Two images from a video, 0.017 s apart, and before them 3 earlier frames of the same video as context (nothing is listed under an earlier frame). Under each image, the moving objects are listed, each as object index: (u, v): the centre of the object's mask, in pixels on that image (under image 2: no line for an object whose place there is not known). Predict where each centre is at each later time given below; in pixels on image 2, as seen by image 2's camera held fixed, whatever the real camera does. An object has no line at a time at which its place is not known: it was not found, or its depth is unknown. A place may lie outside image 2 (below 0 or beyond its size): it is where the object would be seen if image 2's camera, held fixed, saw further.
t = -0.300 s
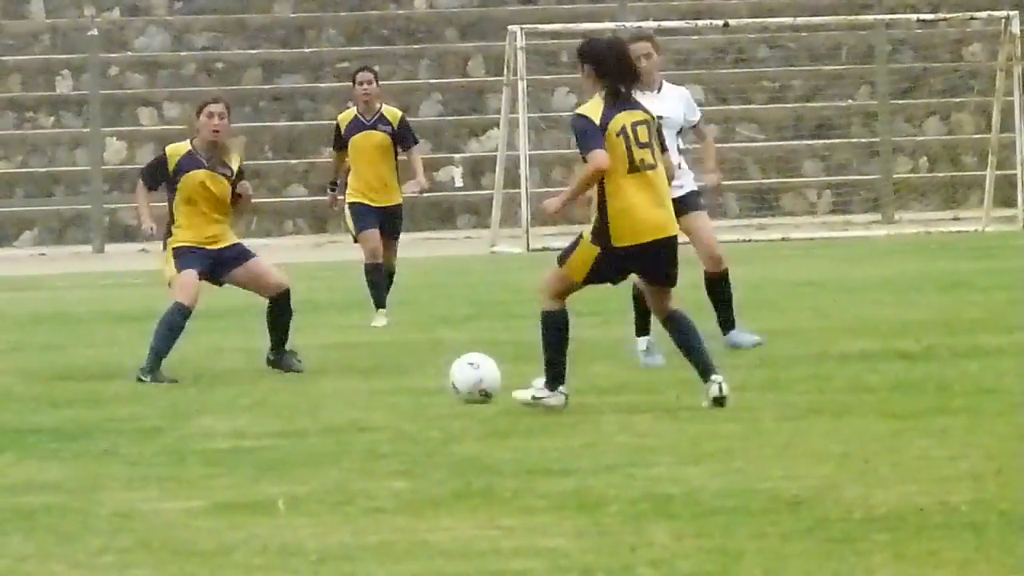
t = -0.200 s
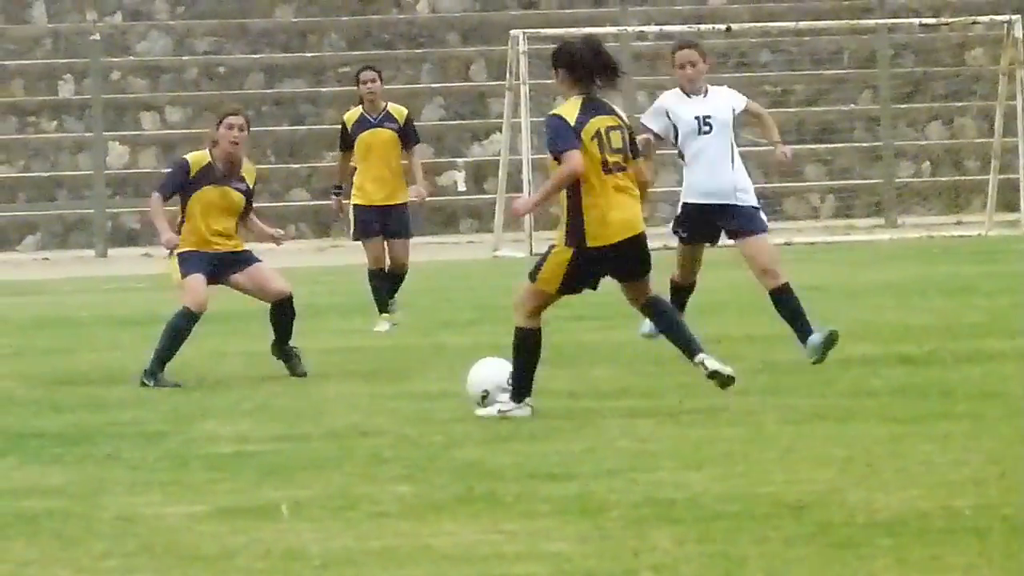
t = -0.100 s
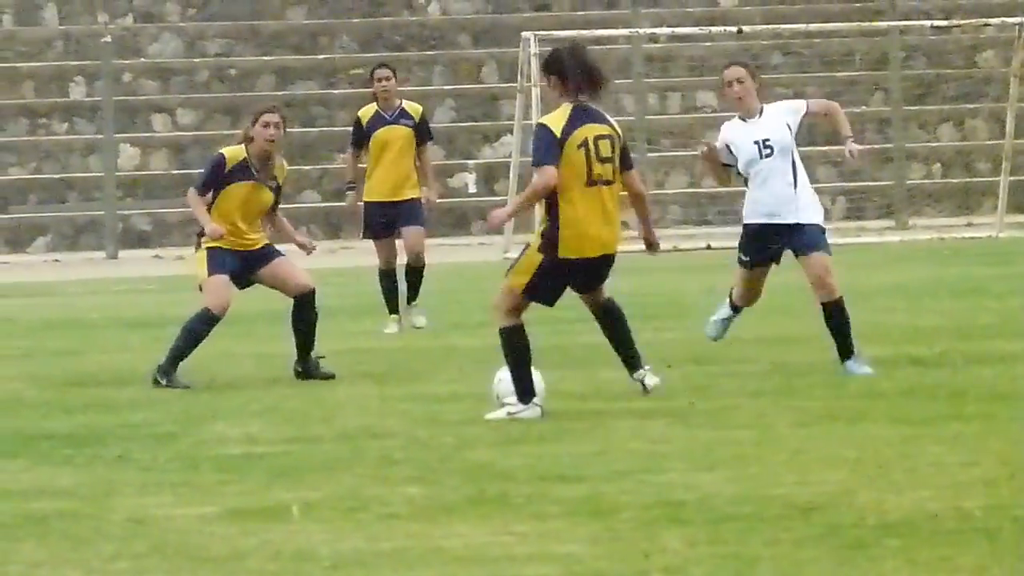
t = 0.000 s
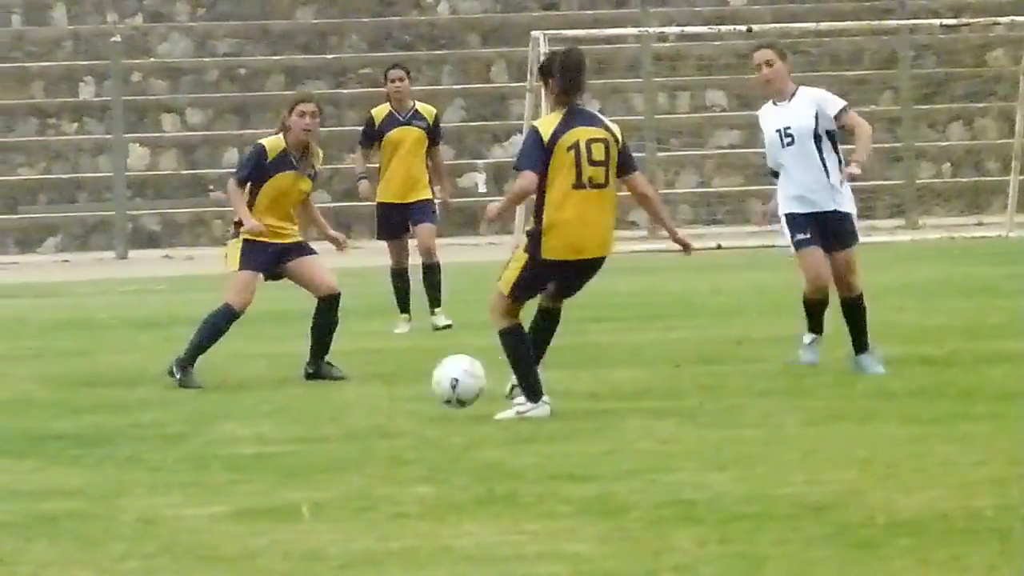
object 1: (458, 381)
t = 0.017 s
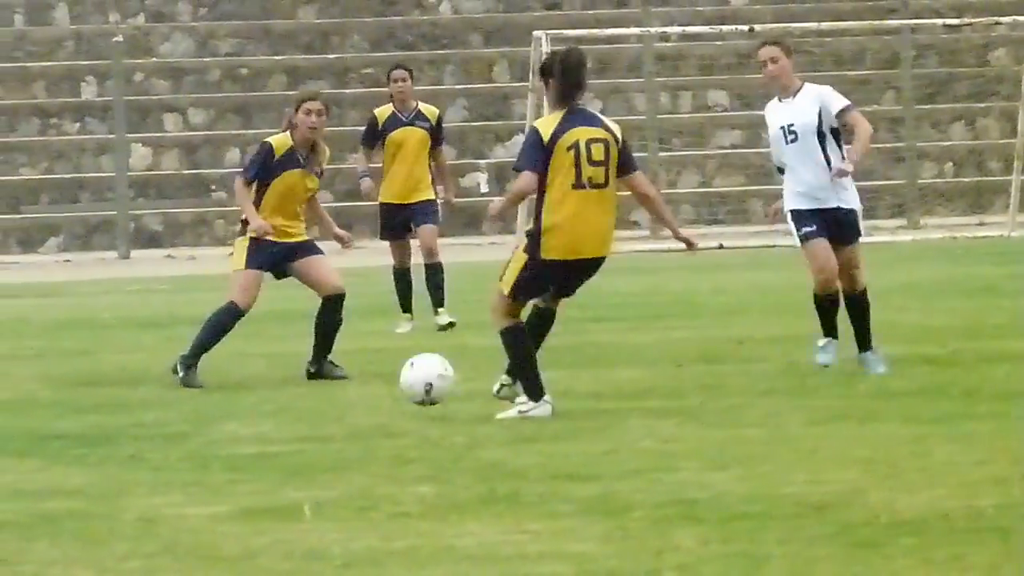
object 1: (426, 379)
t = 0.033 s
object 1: (393, 378)
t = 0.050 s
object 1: (360, 378)
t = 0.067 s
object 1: (327, 379)
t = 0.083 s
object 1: (294, 380)
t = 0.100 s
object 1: (262, 382)
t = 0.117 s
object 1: (229, 384)
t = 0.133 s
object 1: (197, 388)
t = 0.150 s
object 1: (164, 391)
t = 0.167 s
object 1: (132, 396)
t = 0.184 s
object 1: (100, 401)
